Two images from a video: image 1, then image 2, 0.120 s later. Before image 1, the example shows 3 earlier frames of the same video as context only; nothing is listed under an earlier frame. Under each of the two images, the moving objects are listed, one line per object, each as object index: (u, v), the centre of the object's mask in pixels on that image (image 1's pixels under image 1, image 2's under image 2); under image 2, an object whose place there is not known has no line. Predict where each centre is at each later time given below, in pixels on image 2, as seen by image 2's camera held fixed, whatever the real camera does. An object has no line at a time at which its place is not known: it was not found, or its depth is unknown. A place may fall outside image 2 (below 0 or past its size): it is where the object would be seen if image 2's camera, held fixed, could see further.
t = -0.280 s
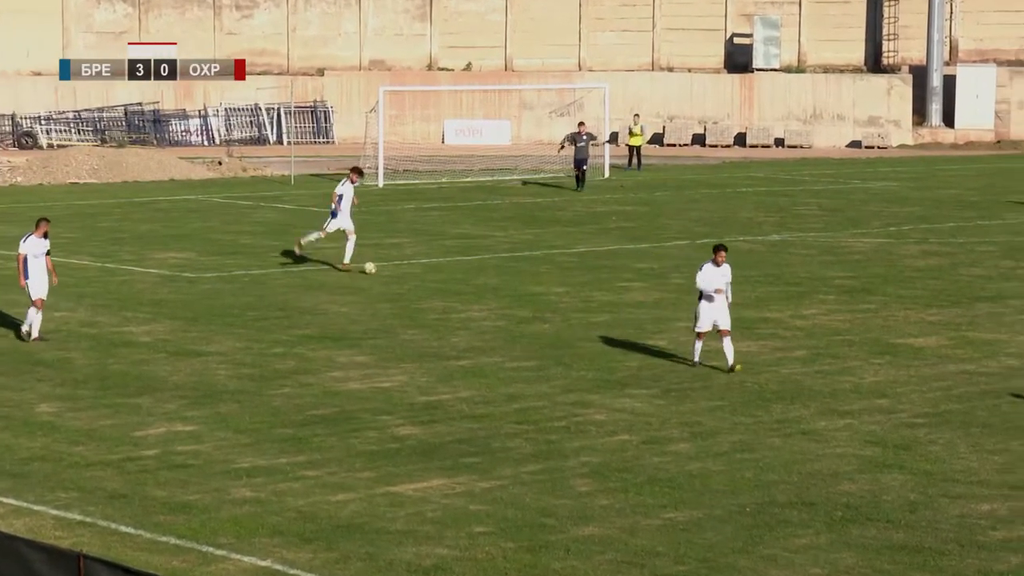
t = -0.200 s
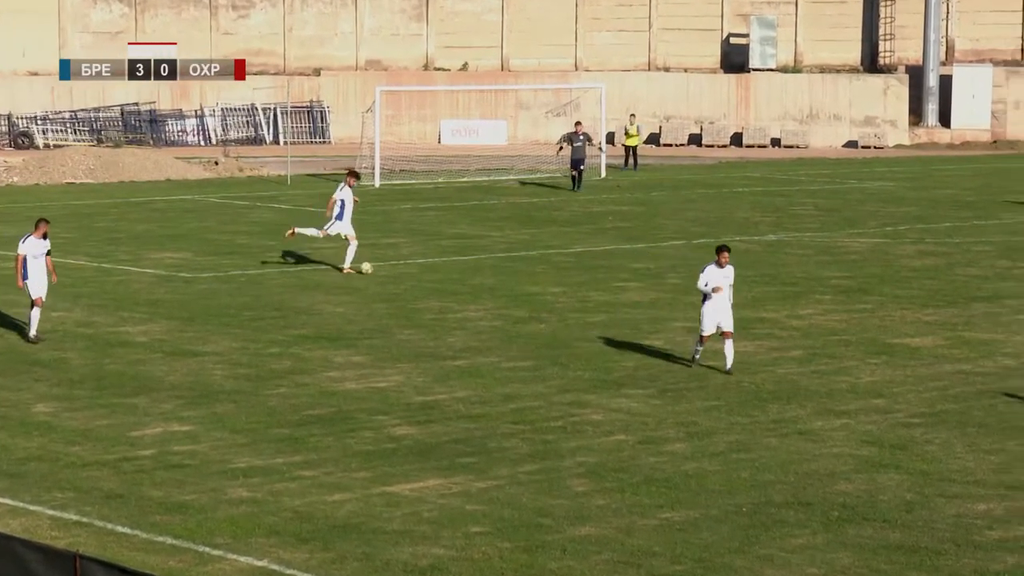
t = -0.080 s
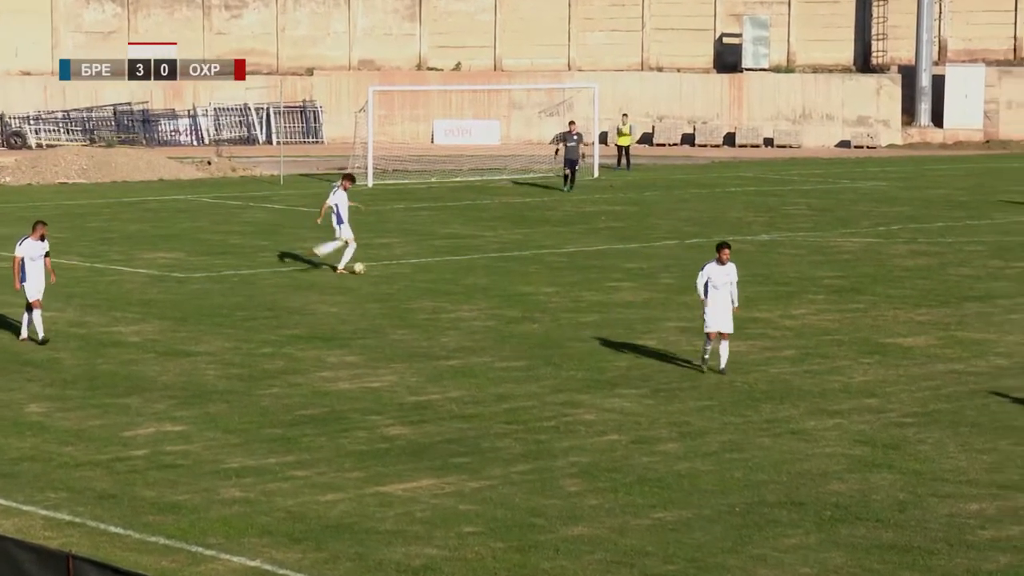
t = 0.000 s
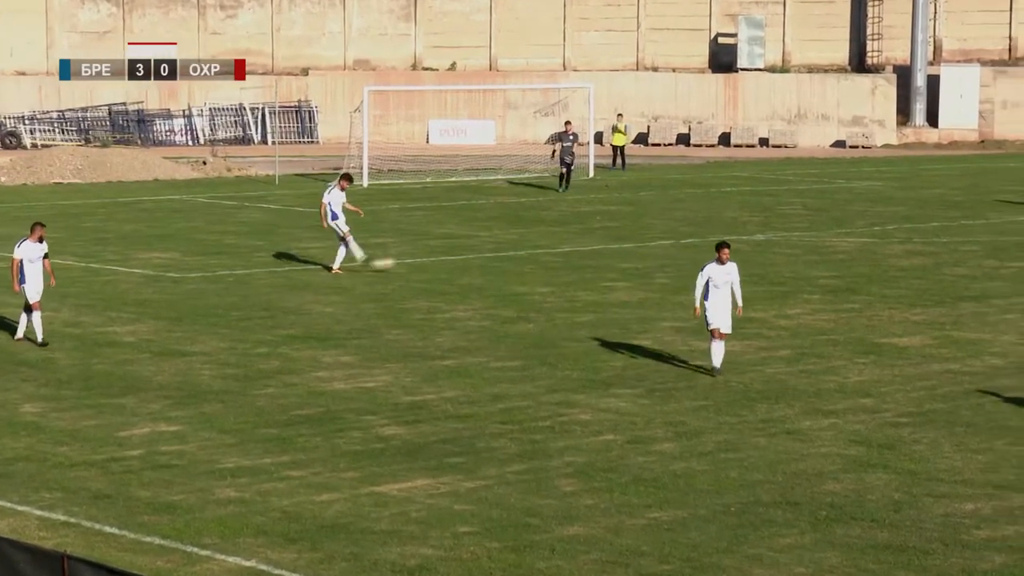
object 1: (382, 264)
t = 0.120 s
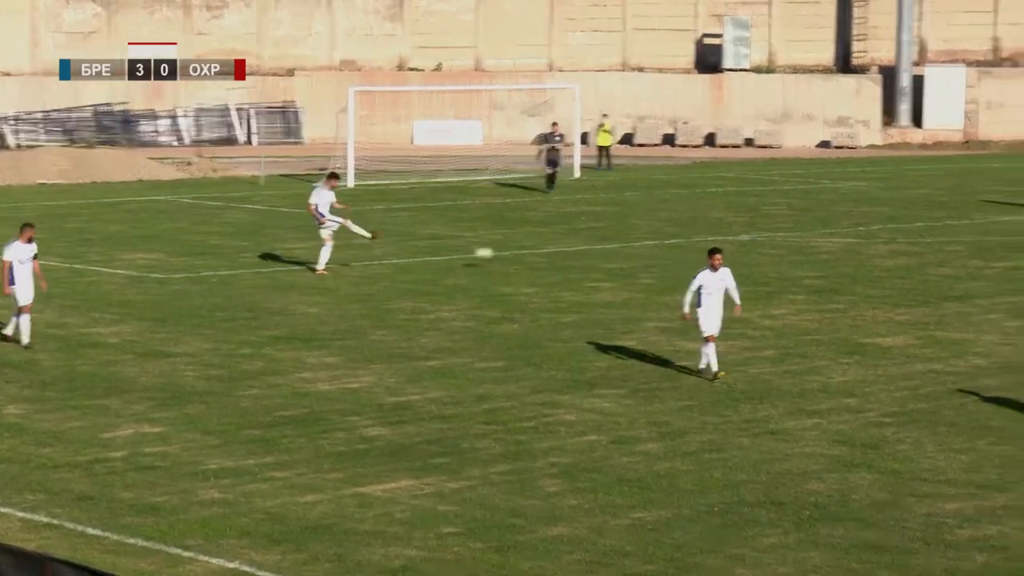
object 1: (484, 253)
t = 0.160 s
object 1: (516, 251)
